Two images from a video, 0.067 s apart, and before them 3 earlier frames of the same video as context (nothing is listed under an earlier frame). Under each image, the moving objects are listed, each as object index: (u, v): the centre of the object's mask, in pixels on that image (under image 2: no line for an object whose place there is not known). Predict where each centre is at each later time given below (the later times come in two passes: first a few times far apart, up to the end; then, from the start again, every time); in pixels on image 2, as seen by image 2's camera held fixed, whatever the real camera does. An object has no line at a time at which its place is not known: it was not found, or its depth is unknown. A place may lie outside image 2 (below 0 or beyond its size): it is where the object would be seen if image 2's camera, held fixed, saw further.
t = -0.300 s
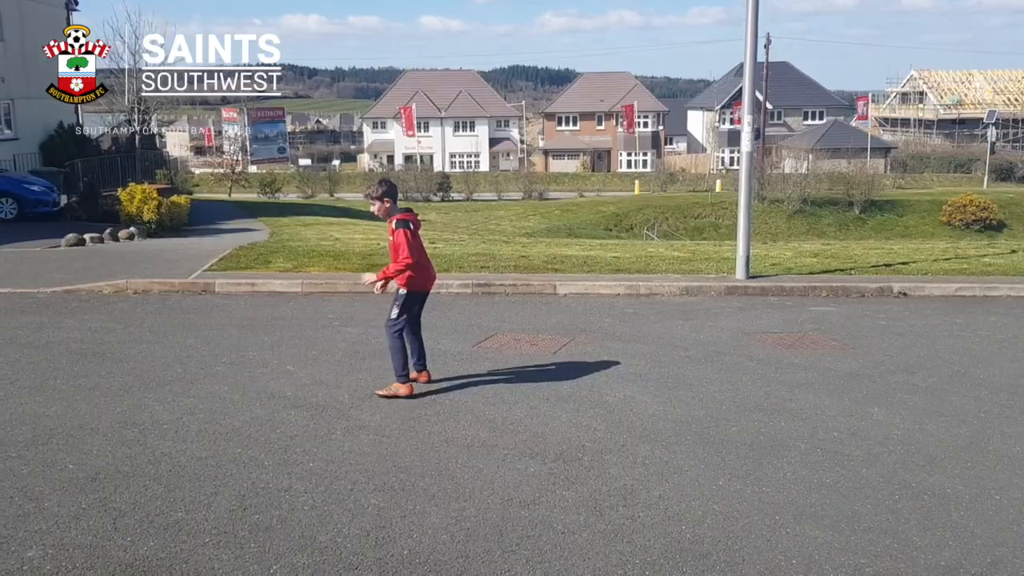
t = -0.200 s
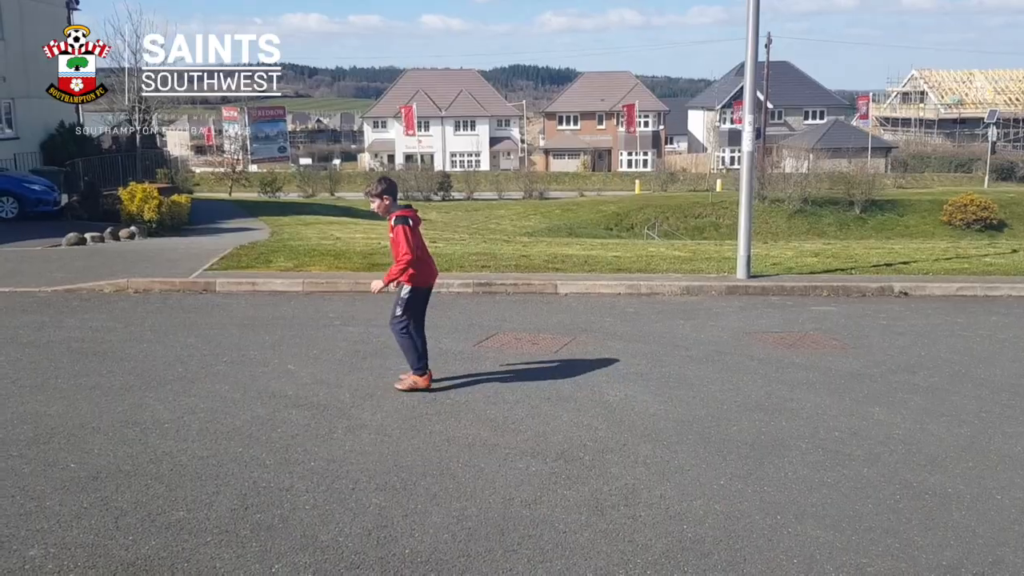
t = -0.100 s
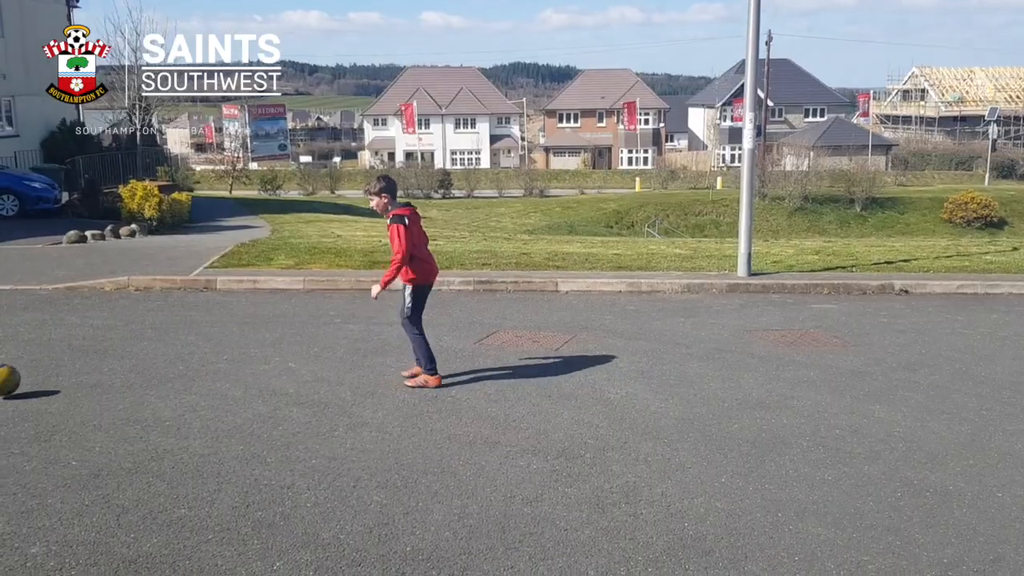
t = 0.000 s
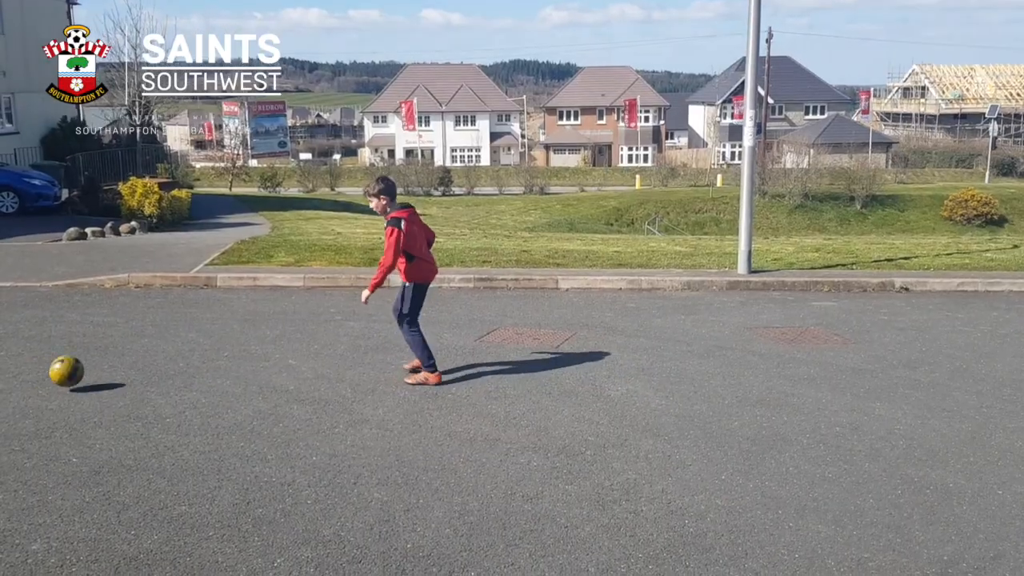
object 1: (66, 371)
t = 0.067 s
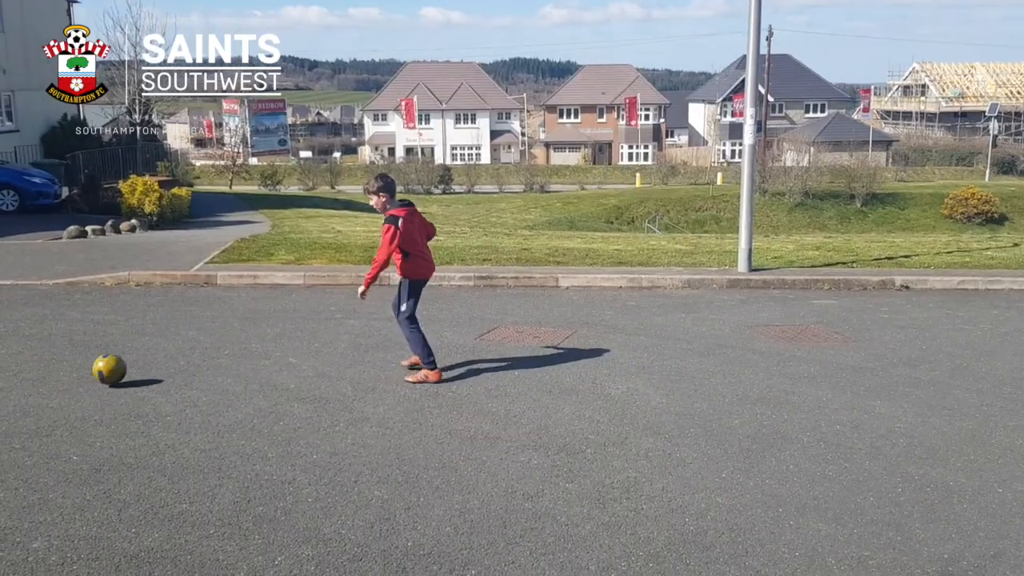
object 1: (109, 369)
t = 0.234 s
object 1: (209, 365)
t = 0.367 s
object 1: (282, 359)
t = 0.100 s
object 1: (130, 369)
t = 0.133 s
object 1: (150, 366)
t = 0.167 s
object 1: (170, 364)
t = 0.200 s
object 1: (190, 363)
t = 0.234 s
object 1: (209, 365)
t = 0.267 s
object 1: (228, 361)
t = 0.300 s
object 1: (247, 360)
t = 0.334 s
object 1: (264, 359)
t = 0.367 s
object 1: (282, 359)
